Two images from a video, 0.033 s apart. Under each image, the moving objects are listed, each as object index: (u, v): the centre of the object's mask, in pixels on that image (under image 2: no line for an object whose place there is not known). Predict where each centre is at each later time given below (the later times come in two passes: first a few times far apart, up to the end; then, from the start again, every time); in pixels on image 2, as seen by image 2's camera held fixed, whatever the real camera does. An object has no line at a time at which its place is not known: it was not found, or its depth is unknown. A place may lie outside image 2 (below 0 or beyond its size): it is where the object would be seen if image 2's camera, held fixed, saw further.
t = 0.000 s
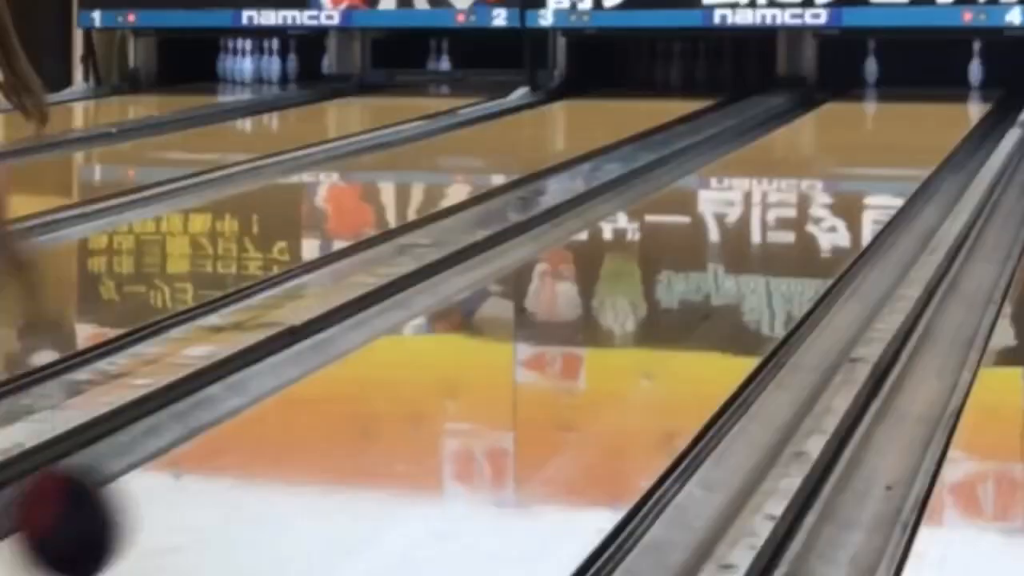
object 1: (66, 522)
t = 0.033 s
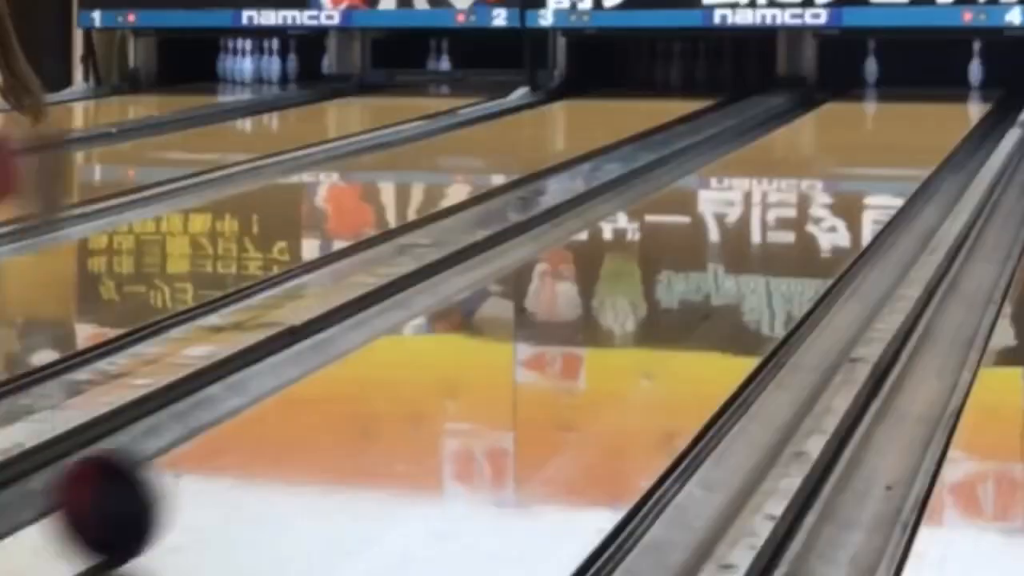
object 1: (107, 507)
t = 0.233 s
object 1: (307, 415)
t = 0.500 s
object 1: (484, 329)
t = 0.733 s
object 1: (597, 278)
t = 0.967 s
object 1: (682, 239)
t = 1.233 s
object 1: (757, 204)
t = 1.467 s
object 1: (809, 179)
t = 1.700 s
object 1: (851, 158)
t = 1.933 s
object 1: (887, 141)
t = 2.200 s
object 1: (919, 125)
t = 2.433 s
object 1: (942, 112)
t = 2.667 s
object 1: (961, 101)
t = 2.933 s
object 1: (971, 93)
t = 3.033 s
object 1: (973, 89)
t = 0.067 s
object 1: (147, 488)
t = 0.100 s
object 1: (183, 471)
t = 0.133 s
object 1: (216, 457)
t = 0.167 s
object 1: (247, 443)
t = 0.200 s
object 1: (277, 428)
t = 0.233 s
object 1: (307, 415)
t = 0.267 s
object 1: (333, 402)
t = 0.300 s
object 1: (358, 390)
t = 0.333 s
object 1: (381, 379)
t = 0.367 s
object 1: (404, 368)
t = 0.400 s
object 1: (425, 358)
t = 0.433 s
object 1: (446, 348)
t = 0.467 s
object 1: (466, 338)
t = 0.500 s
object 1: (484, 329)
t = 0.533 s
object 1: (501, 321)
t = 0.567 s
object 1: (522, 313)
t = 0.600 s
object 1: (537, 306)
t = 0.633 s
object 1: (551, 300)
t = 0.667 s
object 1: (568, 292)
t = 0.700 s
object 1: (582, 285)
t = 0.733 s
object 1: (597, 278)
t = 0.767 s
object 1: (610, 272)
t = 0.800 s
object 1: (624, 266)
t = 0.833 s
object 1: (636, 261)
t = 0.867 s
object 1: (648, 255)
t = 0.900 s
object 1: (659, 250)
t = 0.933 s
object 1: (670, 244)
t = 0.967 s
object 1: (682, 239)
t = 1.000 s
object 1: (692, 235)
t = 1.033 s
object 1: (702, 230)
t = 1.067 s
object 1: (712, 226)
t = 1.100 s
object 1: (721, 221)
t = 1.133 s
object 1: (731, 216)
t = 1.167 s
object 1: (740, 212)
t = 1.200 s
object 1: (748, 208)
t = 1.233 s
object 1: (757, 204)
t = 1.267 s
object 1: (765, 200)
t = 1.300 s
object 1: (773, 196)
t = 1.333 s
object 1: (780, 193)
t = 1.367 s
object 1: (788, 189)
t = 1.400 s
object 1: (795, 186)
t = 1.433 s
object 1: (803, 183)
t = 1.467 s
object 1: (809, 179)
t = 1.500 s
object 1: (815, 177)
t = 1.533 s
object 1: (821, 173)
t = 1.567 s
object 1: (828, 170)
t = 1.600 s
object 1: (834, 167)
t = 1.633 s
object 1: (840, 163)
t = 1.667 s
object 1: (846, 161)
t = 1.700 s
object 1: (851, 158)
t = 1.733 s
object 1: (857, 155)
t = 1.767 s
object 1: (862, 153)
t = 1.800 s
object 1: (868, 150)
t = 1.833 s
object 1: (872, 148)
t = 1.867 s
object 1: (878, 146)
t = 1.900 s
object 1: (883, 144)
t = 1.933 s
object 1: (887, 141)
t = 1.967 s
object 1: (891, 139)
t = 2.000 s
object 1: (896, 137)
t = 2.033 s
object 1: (900, 135)
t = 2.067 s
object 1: (904, 133)
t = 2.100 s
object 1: (908, 131)
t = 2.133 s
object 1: (912, 129)
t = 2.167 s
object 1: (916, 126)
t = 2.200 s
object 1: (919, 125)
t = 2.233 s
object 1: (923, 123)
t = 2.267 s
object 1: (927, 121)
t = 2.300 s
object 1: (930, 119)
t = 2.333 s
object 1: (933, 117)
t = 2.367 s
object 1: (937, 115)
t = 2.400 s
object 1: (939, 114)
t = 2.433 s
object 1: (942, 112)
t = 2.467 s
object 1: (945, 110)
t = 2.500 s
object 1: (947, 109)
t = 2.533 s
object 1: (950, 107)
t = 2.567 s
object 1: (952, 106)
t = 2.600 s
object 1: (955, 104)
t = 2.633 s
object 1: (957, 103)
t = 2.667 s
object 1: (961, 101)
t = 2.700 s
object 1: (962, 101)
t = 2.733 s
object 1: (963, 100)
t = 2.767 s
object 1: (964, 98)
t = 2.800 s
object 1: (965, 97)
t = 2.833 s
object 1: (967, 96)
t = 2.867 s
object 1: (969, 94)
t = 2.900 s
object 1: (970, 94)
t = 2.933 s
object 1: (971, 93)
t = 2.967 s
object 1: (973, 91)
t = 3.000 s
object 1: (972, 90)
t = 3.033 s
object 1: (973, 89)
